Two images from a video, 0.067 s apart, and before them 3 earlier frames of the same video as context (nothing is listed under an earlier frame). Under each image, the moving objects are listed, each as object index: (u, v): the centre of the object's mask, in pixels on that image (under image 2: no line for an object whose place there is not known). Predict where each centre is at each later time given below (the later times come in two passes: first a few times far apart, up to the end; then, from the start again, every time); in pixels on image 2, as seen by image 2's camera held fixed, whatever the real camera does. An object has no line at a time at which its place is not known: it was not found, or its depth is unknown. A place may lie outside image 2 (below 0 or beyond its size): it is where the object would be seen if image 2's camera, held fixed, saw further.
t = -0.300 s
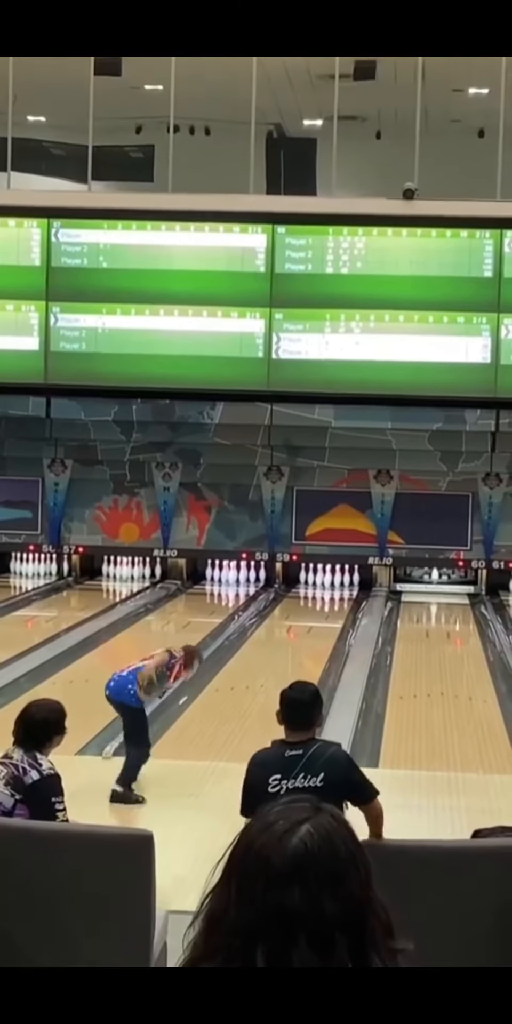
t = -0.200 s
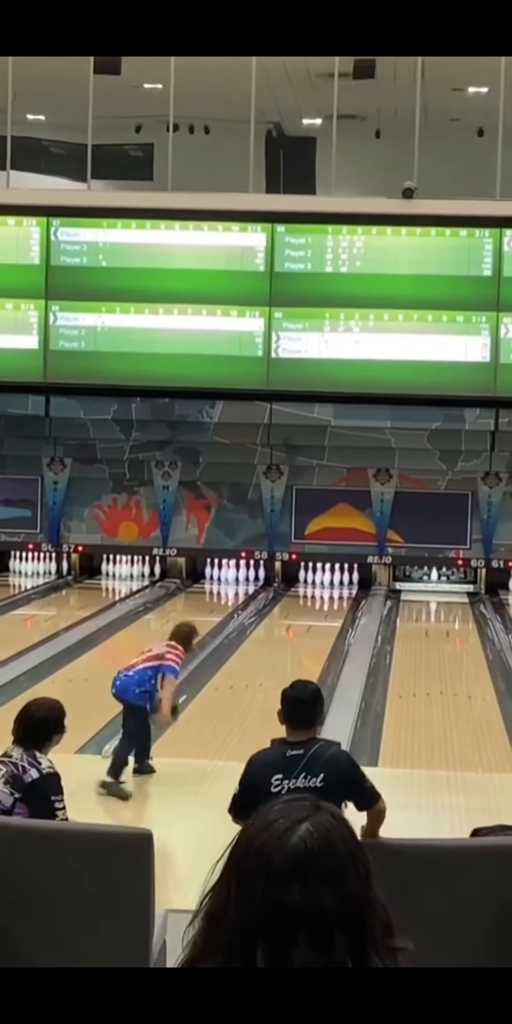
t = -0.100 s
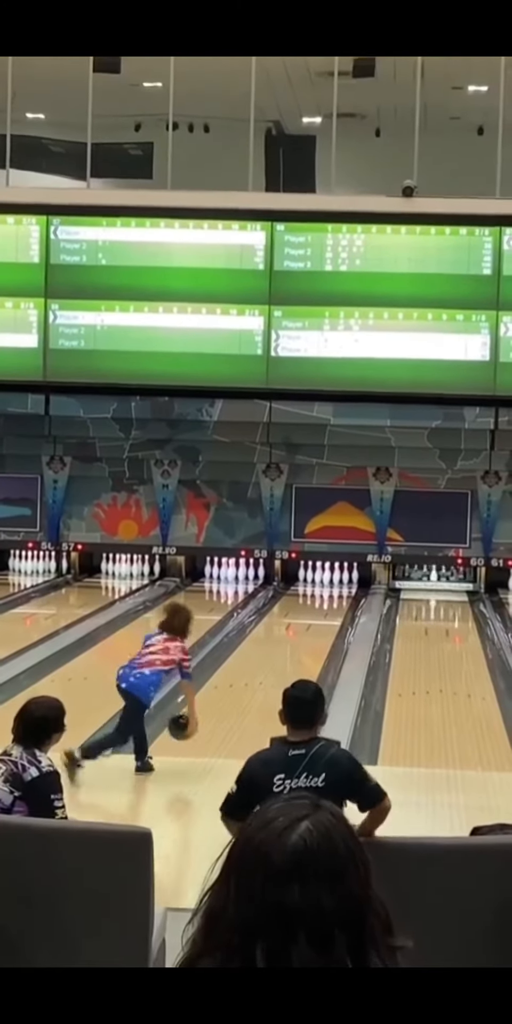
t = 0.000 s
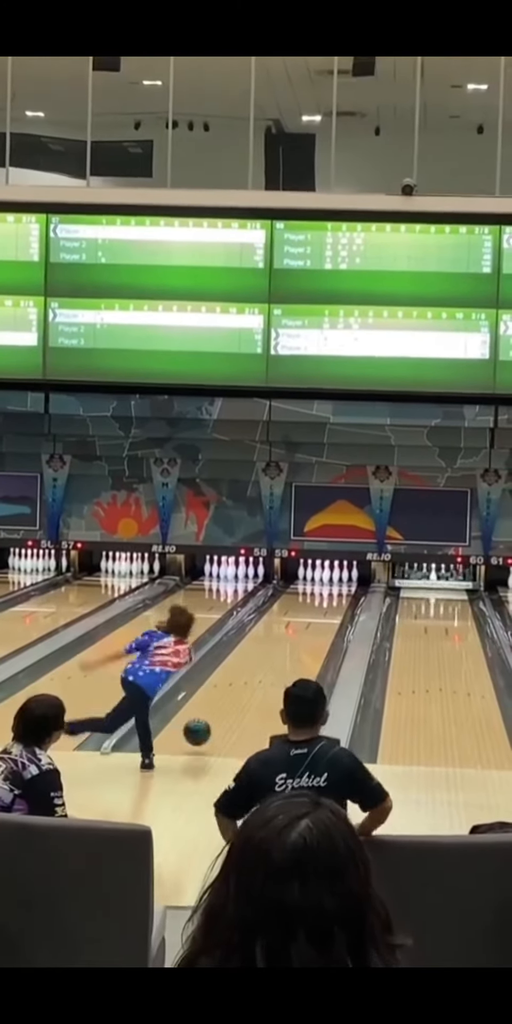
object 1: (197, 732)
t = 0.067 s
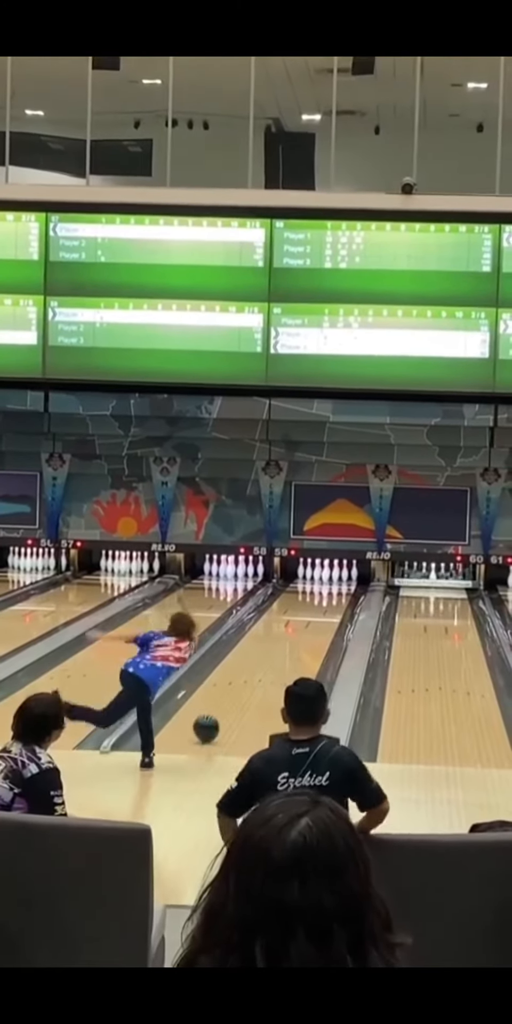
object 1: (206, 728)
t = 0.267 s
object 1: (232, 705)
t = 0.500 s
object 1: (257, 682)
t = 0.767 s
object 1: (280, 660)
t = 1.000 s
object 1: (296, 644)
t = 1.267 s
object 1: (312, 628)
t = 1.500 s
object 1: (322, 617)
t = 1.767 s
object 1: (332, 605)
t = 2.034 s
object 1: (338, 595)
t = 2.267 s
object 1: (340, 587)
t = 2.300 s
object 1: (339, 586)
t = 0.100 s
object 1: (210, 724)
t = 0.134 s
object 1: (215, 721)
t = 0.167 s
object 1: (220, 717)
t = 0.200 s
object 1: (224, 714)
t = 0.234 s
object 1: (228, 709)
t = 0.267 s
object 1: (232, 705)
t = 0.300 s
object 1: (236, 702)
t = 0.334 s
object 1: (240, 699)
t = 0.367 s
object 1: (243, 695)
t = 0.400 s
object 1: (247, 692)
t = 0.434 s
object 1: (250, 688)
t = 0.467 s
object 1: (254, 685)
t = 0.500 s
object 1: (257, 682)
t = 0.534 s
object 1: (260, 679)
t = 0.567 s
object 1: (263, 676)
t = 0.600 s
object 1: (266, 673)
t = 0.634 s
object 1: (269, 671)
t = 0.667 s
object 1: (272, 668)
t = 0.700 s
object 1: (275, 665)
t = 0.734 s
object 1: (278, 663)
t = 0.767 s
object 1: (280, 660)
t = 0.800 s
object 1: (283, 657)
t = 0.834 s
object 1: (285, 655)
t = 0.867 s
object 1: (287, 653)
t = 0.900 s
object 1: (290, 651)
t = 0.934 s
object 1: (292, 648)
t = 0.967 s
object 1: (294, 646)
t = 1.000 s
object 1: (296, 644)
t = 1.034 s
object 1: (298, 642)
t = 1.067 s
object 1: (301, 640)
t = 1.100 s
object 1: (302, 638)
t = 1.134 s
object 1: (304, 636)
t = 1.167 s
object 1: (306, 634)
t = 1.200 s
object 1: (308, 632)
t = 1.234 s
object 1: (310, 630)
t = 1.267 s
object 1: (312, 628)
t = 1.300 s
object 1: (313, 626)
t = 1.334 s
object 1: (315, 625)
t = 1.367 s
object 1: (316, 624)
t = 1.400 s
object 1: (318, 622)
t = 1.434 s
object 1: (319, 621)
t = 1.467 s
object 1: (321, 618)
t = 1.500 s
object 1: (322, 617)
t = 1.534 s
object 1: (323, 615)
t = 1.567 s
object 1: (325, 614)
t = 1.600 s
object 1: (326, 612)
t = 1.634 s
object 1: (327, 611)
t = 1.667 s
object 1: (328, 610)
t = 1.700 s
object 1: (330, 608)
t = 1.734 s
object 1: (331, 607)
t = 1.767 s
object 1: (332, 605)
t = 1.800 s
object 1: (333, 604)
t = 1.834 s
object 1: (334, 602)
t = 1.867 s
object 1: (335, 601)
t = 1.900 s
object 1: (336, 600)
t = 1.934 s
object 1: (336, 598)
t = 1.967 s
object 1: (337, 597)
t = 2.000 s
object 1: (338, 596)
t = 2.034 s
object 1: (338, 595)
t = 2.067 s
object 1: (339, 594)
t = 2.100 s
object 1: (339, 592)
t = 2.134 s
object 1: (339, 591)
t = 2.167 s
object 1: (339, 590)
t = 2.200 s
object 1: (340, 589)
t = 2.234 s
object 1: (340, 588)
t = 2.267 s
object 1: (340, 587)
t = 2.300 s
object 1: (339, 586)
